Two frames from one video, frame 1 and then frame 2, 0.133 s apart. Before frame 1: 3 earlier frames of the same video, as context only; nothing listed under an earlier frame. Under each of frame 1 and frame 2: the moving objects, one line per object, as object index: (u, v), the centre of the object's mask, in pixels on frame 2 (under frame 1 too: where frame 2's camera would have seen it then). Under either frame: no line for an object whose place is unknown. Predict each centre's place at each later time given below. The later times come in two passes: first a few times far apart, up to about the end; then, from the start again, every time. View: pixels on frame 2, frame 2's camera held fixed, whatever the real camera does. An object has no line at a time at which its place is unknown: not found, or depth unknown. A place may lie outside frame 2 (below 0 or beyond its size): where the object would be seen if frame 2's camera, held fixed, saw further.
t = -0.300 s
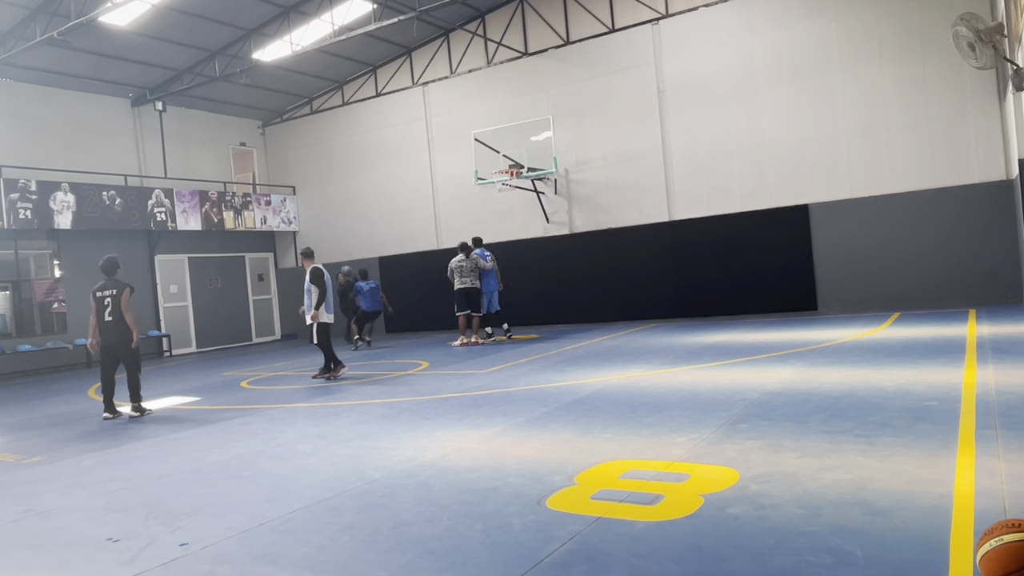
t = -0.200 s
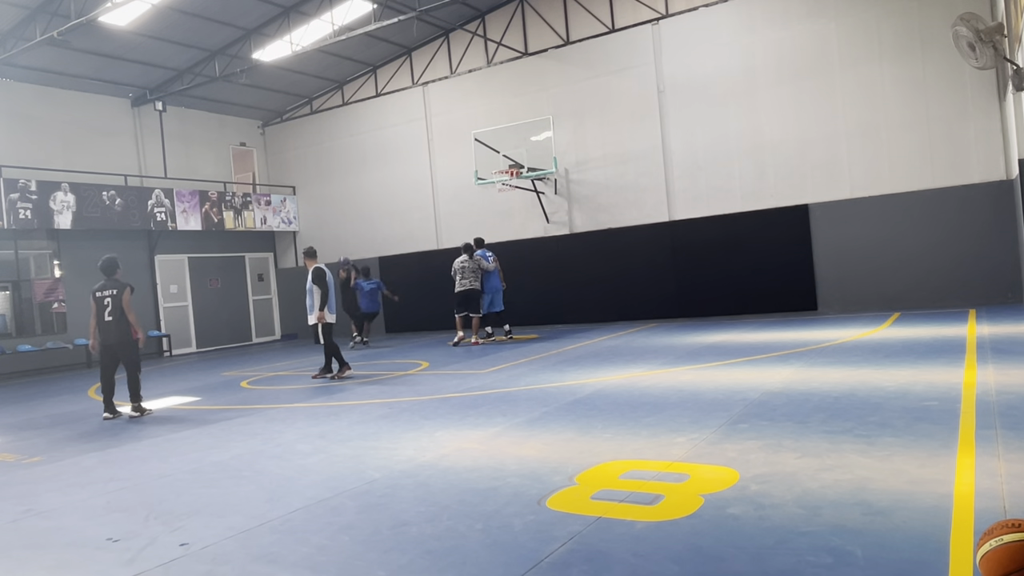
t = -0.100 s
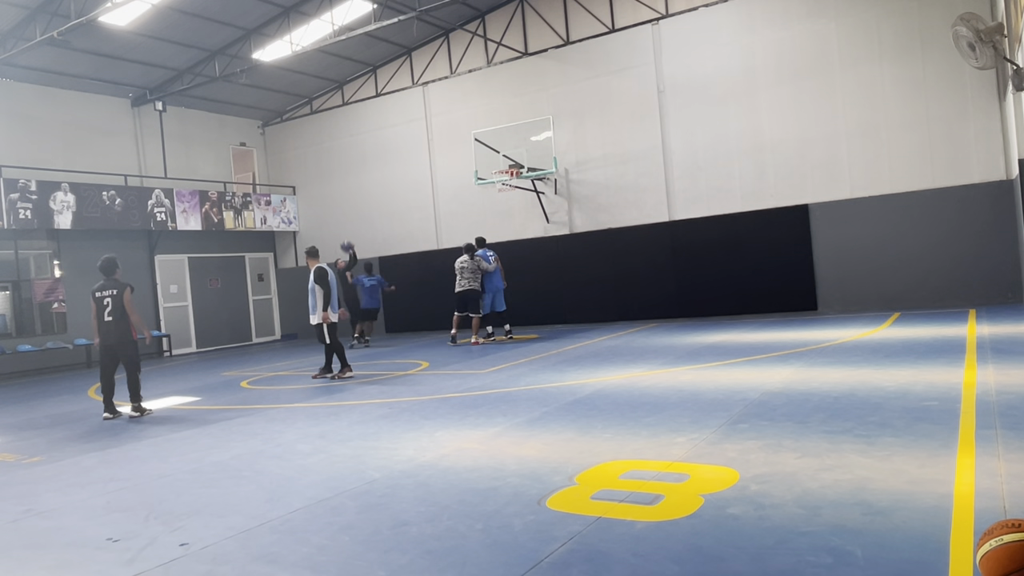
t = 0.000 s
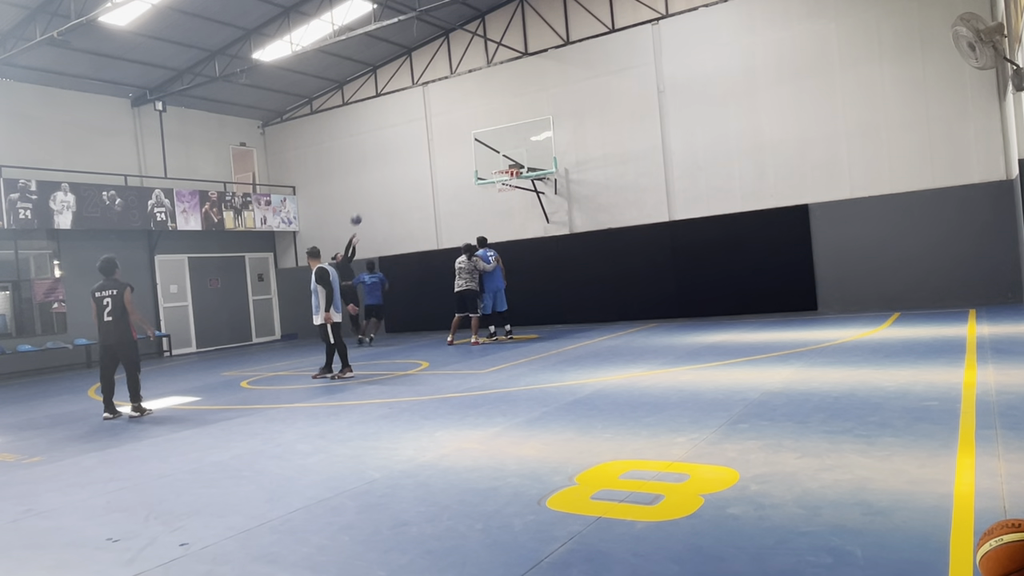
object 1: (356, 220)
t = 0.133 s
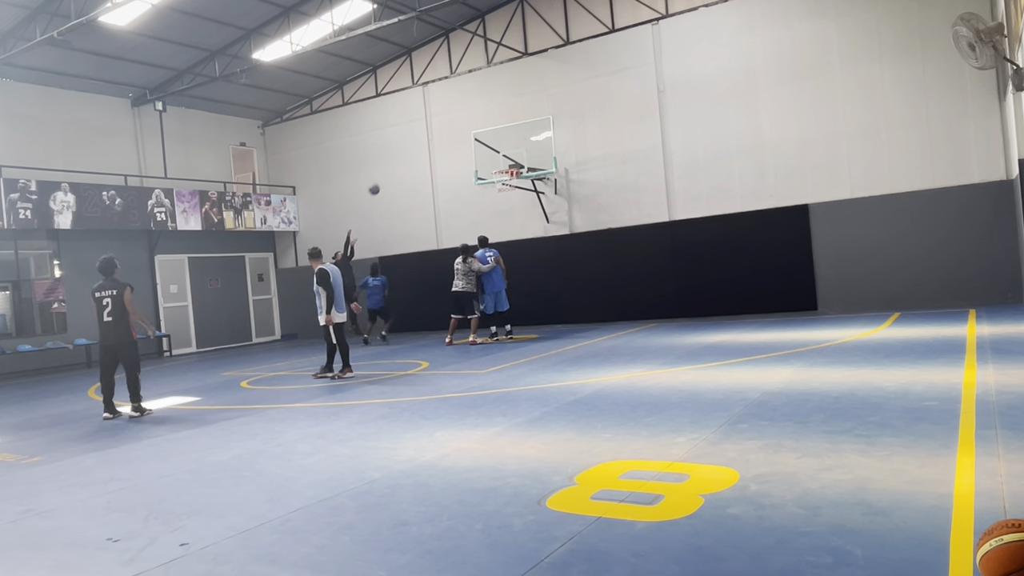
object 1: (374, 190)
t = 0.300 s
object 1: (398, 162)
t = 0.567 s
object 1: (440, 146)
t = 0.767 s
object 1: (476, 157)
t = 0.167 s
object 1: (379, 183)
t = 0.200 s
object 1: (383, 177)
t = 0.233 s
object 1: (388, 171)
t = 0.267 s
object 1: (393, 167)
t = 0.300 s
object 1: (398, 162)
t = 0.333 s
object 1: (403, 158)
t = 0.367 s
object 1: (408, 155)
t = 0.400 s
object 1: (413, 152)
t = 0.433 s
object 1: (418, 150)
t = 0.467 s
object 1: (424, 148)
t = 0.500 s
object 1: (429, 147)
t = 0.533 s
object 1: (435, 146)
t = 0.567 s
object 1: (440, 146)
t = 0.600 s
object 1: (446, 147)
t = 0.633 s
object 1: (452, 148)
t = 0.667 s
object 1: (457, 149)
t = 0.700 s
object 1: (464, 151)
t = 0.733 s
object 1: (469, 154)
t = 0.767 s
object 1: (476, 157)
